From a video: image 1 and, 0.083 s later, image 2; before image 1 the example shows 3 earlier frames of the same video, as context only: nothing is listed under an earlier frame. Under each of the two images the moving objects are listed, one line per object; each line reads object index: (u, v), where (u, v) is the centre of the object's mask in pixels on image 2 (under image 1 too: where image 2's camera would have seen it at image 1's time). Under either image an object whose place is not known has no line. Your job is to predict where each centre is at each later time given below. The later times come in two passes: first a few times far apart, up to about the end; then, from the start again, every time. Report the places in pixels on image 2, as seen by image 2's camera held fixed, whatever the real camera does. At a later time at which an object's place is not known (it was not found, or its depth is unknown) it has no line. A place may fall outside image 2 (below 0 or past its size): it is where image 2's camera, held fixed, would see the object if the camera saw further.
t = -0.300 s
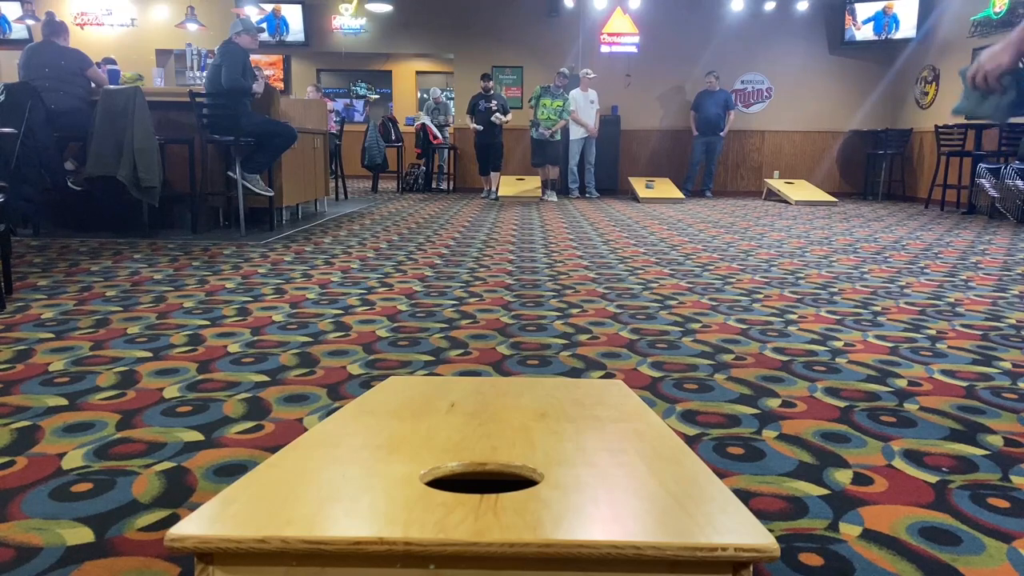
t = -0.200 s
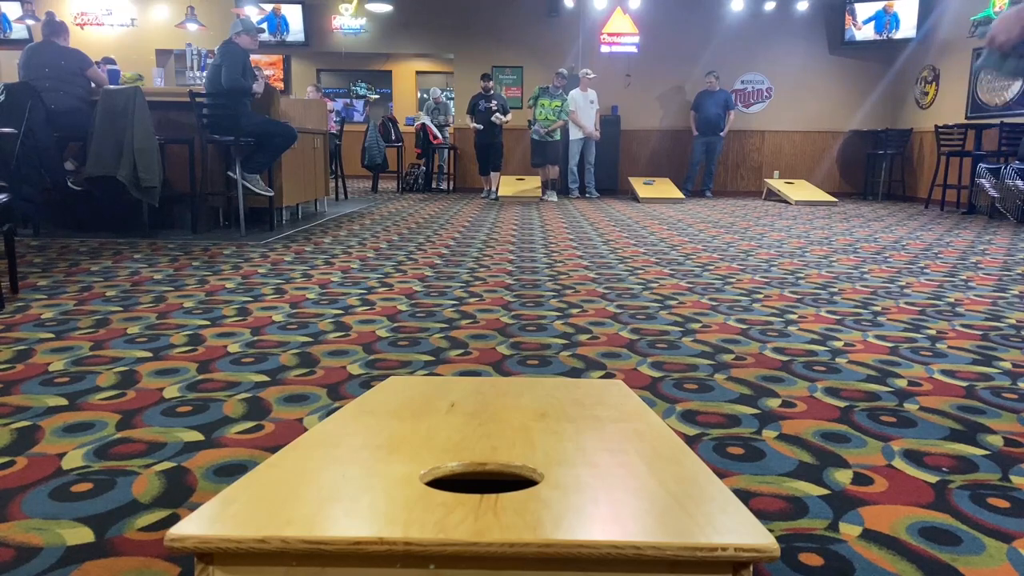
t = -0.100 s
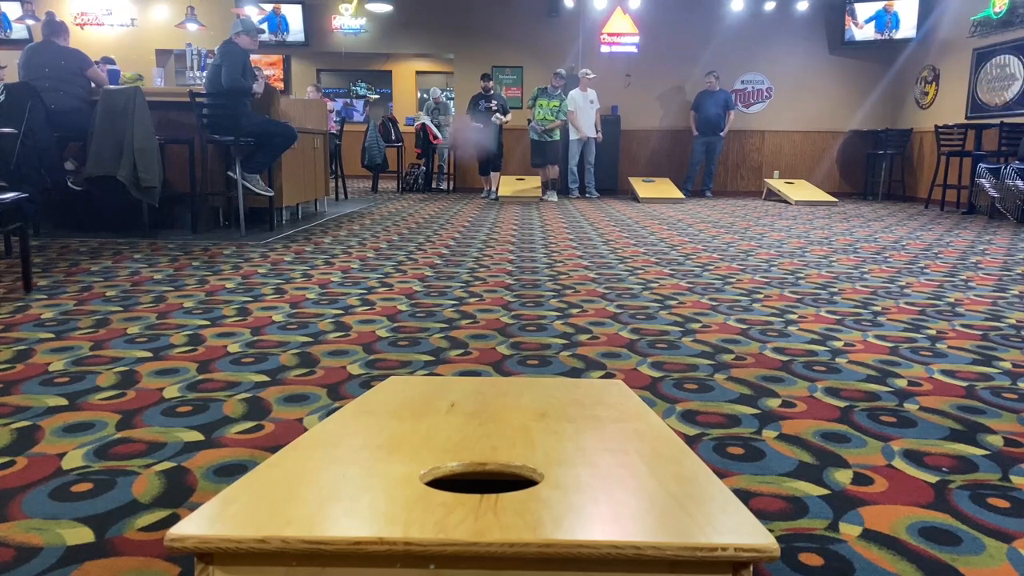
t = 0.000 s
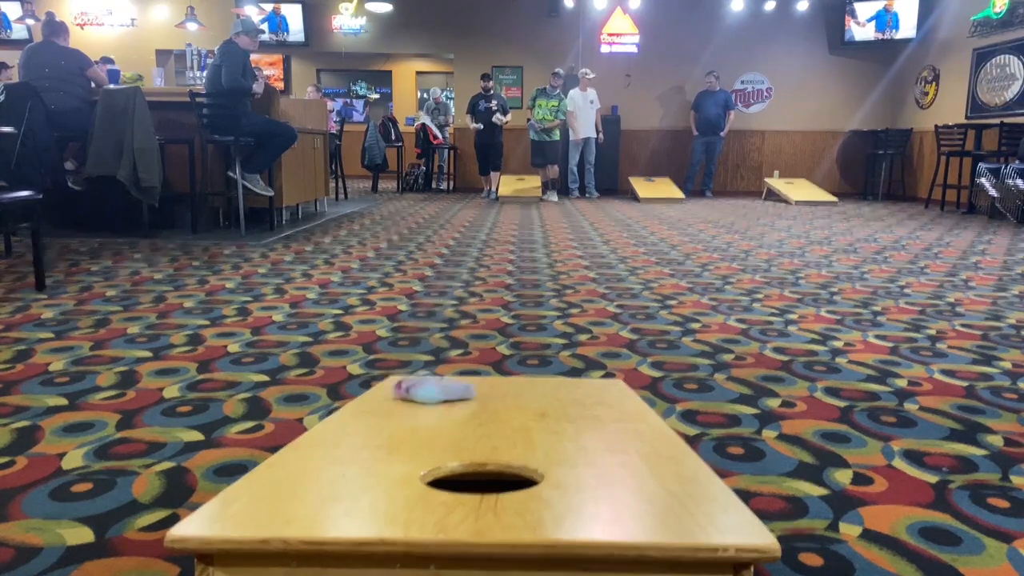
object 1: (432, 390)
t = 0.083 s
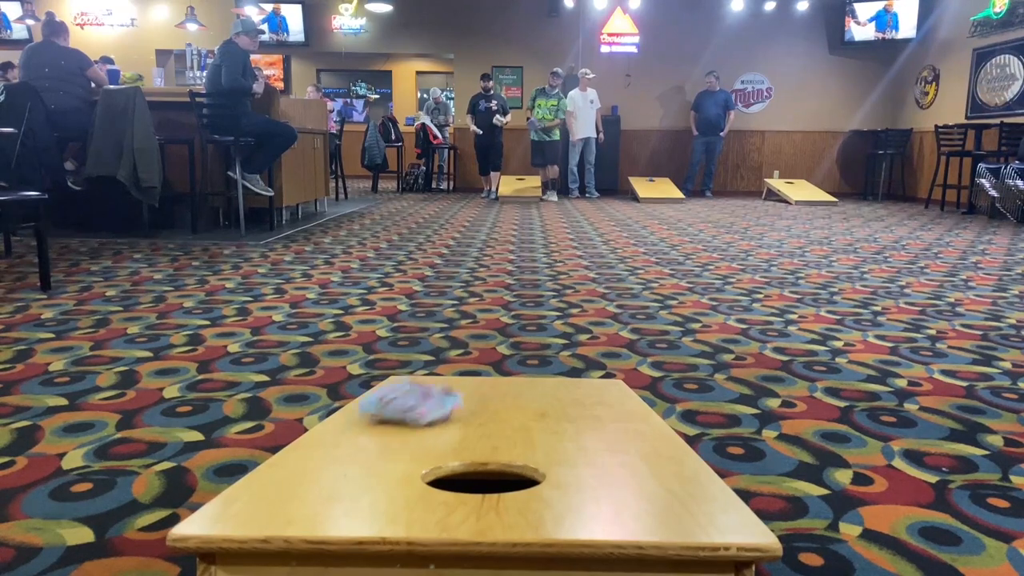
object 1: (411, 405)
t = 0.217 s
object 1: (364, 453)
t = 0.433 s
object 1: (306, 514)
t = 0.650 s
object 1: (300, 528)
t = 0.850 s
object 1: (300, 528)
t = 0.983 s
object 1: (300, 528)
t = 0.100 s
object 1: (405, 412)
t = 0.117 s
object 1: (399, 419)
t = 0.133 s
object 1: (392, 425)
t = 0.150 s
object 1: (386, 431)
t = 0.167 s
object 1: (380, 436)
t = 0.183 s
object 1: (375, 442)
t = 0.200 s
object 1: (369, 448)
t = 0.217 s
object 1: (364, 453)
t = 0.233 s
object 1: (358, 458)
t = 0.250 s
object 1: (352, 464)
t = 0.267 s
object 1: (348, 470)
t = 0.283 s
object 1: (342, 475)
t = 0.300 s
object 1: (337, 480)
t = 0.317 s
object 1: (331, 486)
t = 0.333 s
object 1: (327, 490)
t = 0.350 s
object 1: (322, 494)
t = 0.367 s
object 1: (318, 499)
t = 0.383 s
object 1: (315, 502)
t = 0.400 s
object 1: (312, 506)
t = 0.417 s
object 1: (309, 509)
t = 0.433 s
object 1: (306, 514)
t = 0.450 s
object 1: (304, 517)
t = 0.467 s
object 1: (301, 521)
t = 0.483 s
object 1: (300, 524)
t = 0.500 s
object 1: (299, 525)
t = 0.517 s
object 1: (299, 526)
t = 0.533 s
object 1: (299, 527)
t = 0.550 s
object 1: (299, 527)
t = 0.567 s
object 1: (299, 528)
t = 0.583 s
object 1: (300, 528)
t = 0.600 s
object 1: (300, 528)
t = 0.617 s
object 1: (300, 528)
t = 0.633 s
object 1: (300, 528)
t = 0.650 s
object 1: (300, 528)
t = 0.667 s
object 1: (300, 528)
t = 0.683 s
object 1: (300, 528)
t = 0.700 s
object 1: (300, 528)
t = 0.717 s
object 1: (300, 528)
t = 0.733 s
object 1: (300, 528)
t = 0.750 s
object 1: (300, 528)
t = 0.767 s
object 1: (300, 528)
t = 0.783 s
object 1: (300, 528)
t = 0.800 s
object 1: (300, 528)
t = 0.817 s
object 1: (300, 528)
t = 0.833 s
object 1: (300, 528)
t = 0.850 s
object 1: (300, 528)
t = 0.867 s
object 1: (300, 528)
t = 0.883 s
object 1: (300, 528)
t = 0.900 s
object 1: (300, 528)
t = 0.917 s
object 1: (300, 528)
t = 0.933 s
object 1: (300, 528)
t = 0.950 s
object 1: (300, 528)
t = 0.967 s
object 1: (300, 528)
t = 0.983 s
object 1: (300, 528)
